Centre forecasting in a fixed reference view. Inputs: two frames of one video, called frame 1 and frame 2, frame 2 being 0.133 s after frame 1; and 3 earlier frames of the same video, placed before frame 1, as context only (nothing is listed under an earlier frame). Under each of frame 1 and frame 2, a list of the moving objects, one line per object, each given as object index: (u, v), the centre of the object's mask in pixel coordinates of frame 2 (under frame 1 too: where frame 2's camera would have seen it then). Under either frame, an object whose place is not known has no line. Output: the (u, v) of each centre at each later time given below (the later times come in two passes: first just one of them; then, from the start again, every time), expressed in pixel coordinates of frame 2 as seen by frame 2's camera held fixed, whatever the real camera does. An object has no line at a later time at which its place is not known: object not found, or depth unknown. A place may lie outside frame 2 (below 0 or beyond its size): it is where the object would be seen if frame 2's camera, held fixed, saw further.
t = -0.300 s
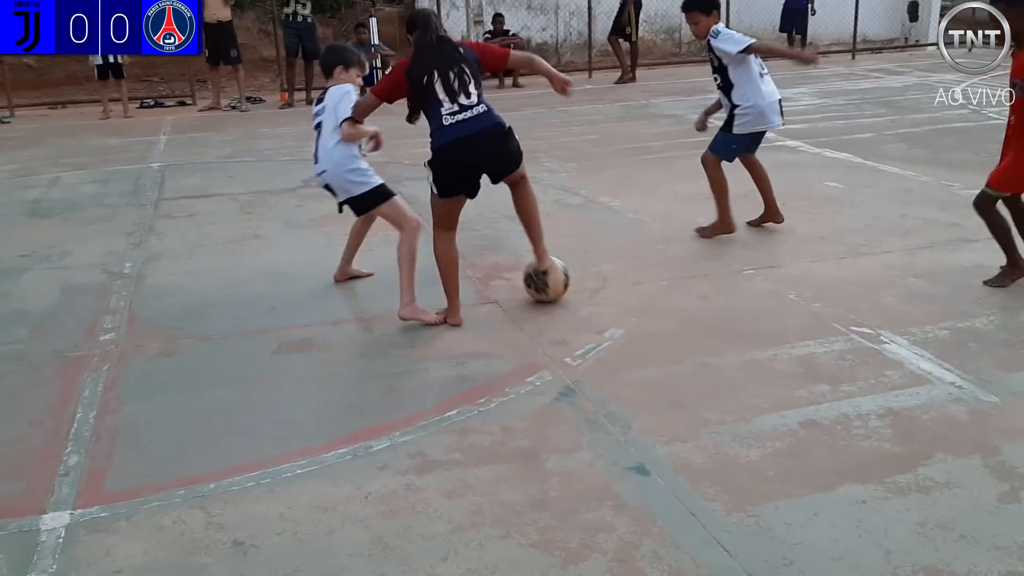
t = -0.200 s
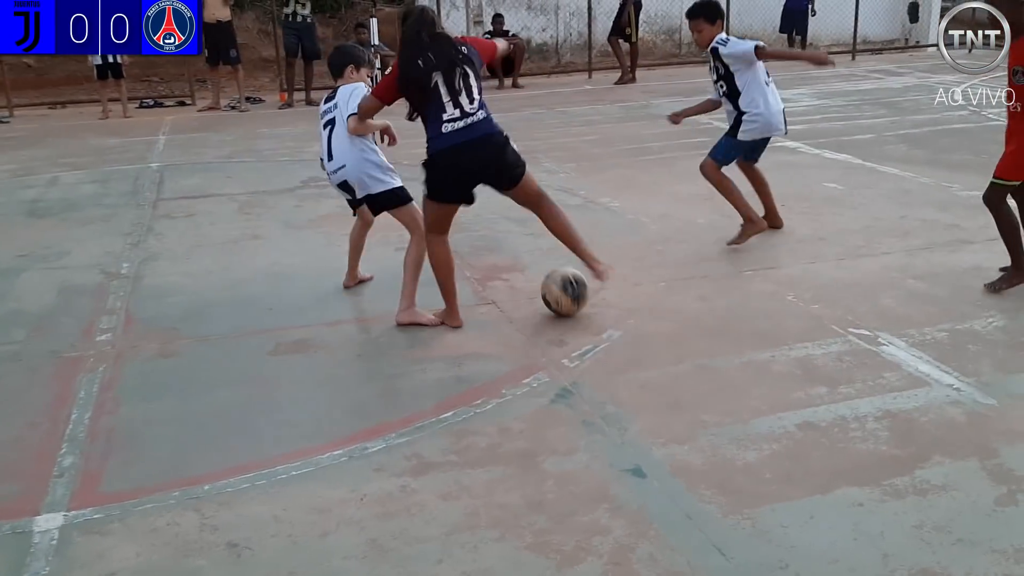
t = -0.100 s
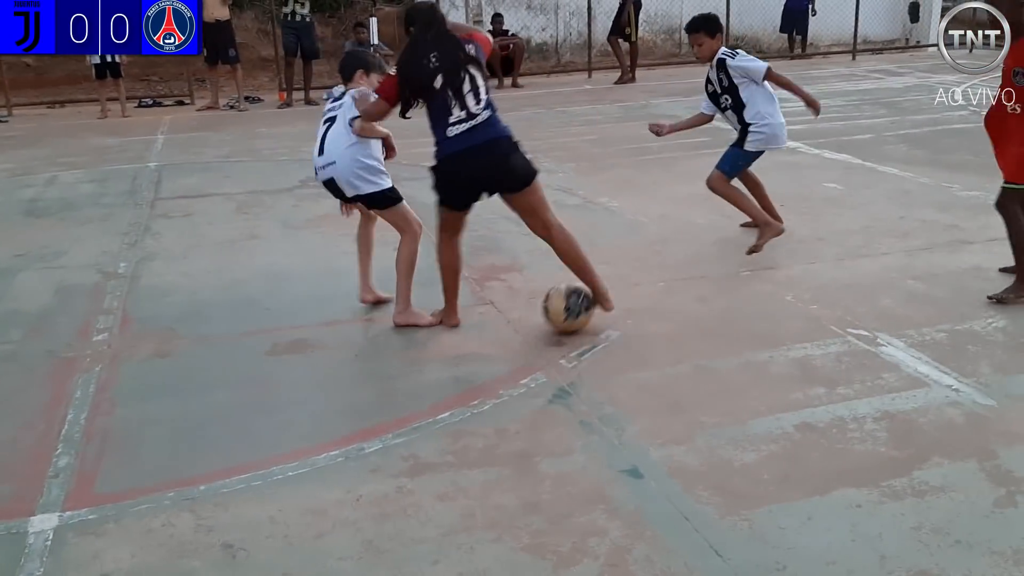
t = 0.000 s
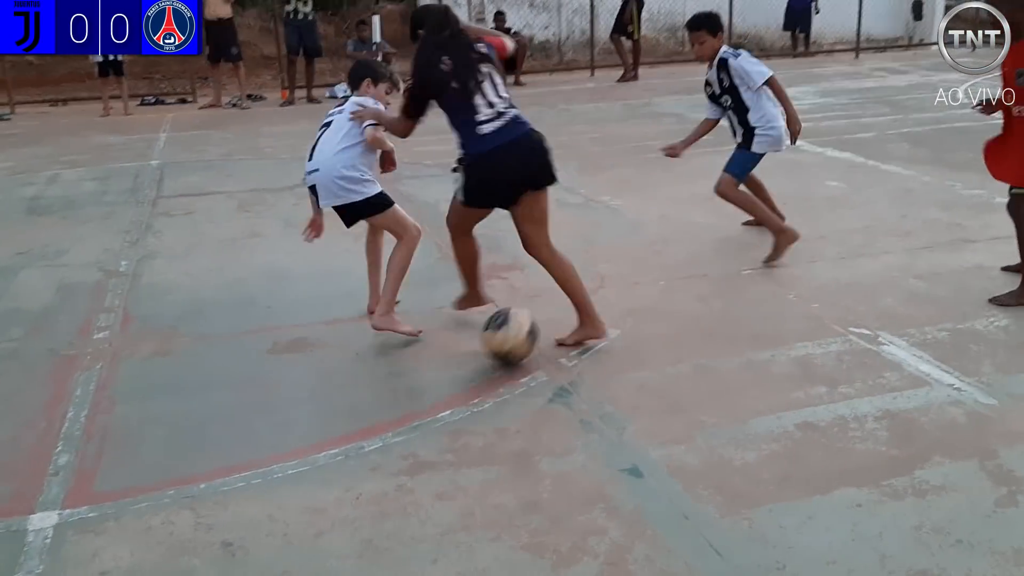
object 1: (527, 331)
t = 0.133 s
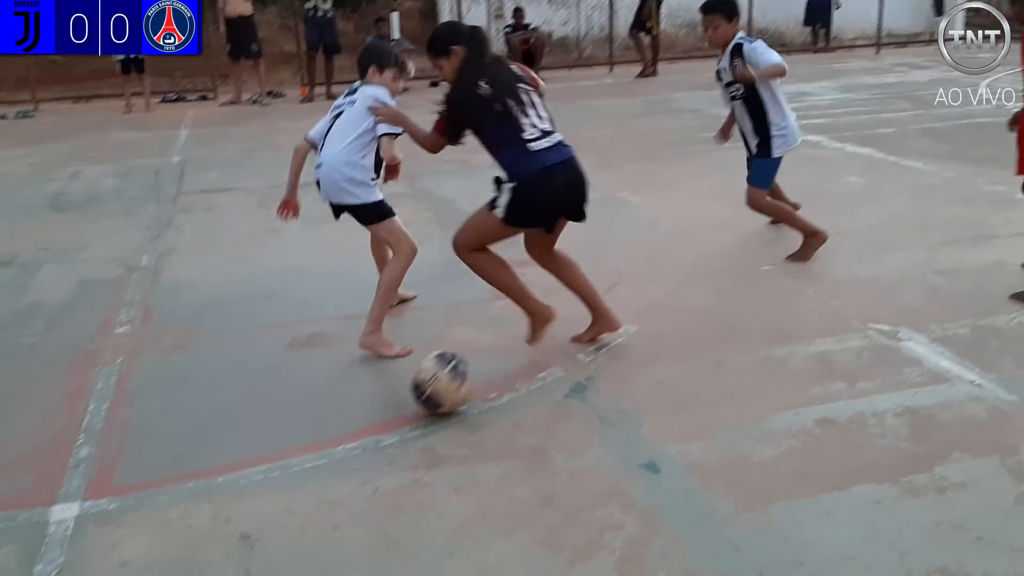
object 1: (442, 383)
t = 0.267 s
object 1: (356, 439)
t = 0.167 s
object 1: (419, 396)
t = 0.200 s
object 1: (397, 410)
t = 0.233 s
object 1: (377, 425)
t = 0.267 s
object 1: (356, 439)
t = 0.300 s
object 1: (336, 454)
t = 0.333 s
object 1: (316, 469)
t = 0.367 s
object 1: (297, 485)
